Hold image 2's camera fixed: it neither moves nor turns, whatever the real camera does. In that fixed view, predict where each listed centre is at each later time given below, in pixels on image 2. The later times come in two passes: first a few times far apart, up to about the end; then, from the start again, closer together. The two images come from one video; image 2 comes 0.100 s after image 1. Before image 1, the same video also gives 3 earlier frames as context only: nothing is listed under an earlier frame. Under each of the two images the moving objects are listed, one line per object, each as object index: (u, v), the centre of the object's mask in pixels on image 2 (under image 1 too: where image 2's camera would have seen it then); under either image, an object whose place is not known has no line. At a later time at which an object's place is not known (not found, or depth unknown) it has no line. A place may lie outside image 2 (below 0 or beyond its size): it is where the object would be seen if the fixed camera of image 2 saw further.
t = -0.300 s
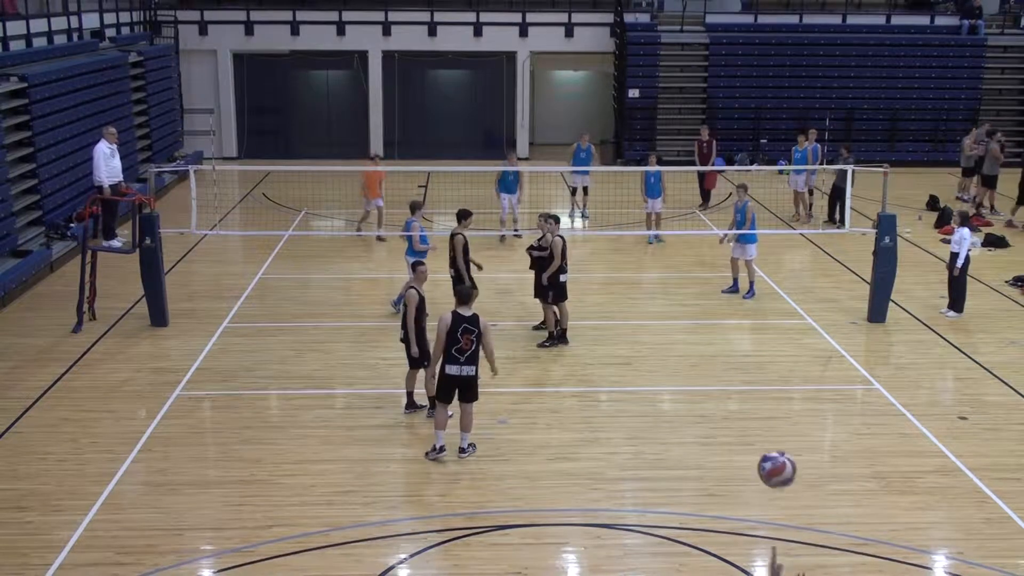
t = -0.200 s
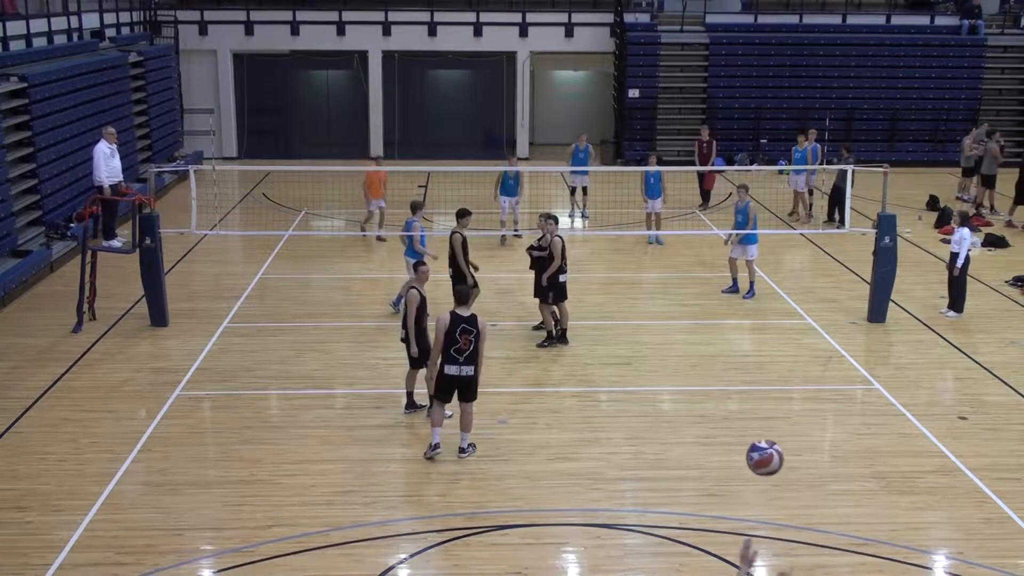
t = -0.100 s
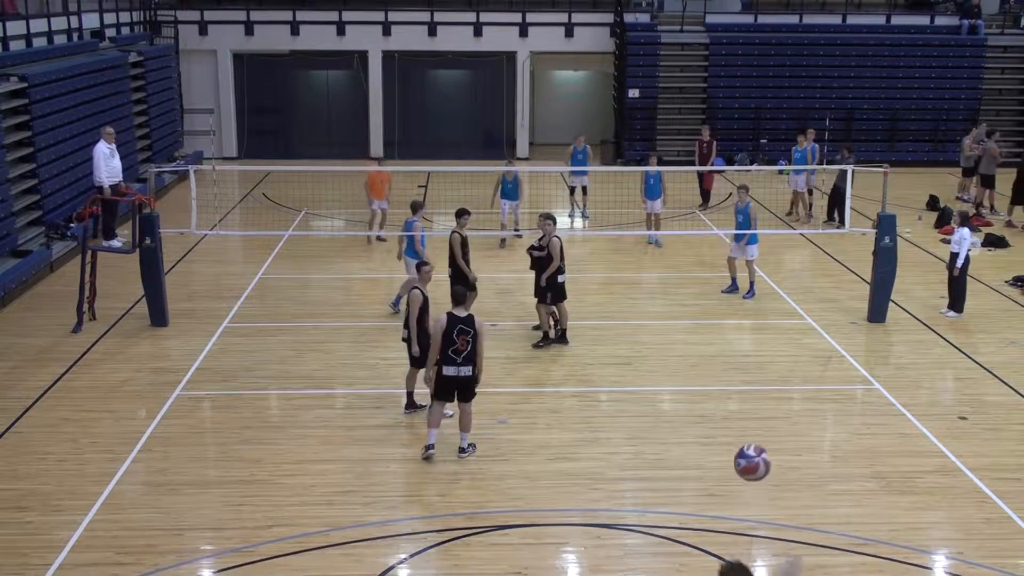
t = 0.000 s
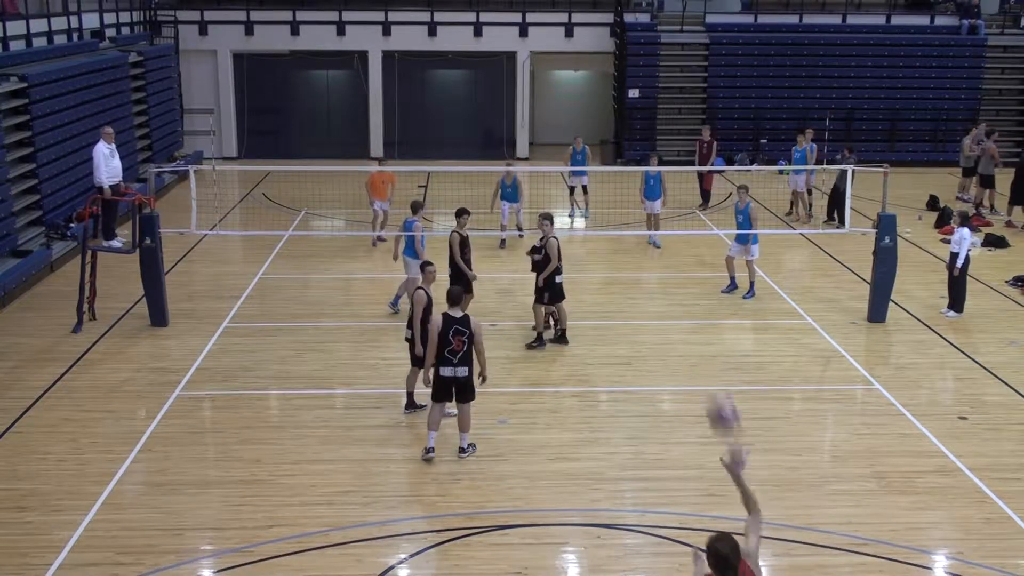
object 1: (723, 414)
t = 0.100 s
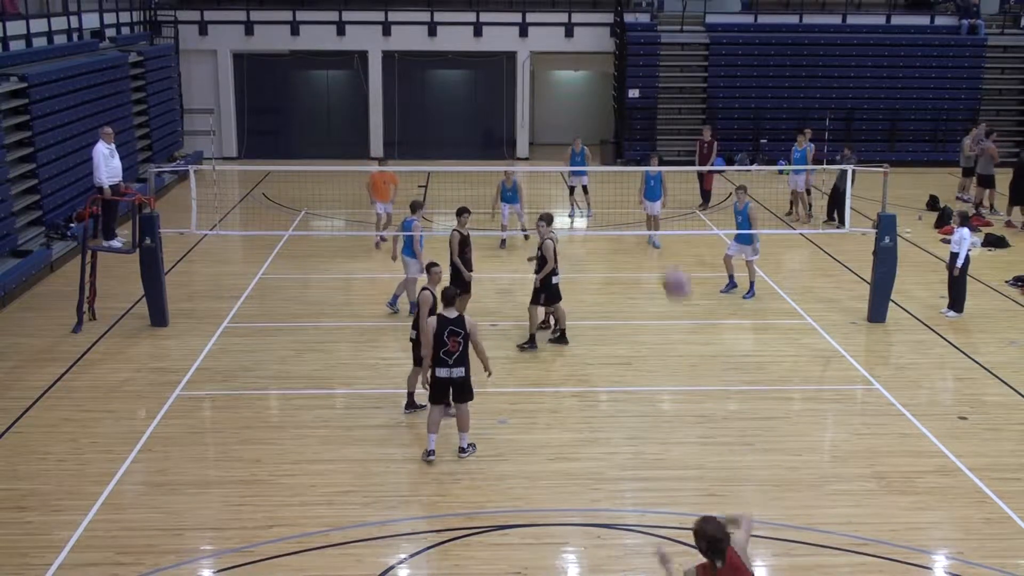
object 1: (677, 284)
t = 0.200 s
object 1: (645, 193)
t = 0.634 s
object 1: (566, 69)
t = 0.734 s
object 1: (557, 72)
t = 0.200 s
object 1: (645, 193)
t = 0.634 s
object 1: (566, 69)
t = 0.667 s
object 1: (563, 70)
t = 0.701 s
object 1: (560, 71)
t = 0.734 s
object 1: (557, 72)
